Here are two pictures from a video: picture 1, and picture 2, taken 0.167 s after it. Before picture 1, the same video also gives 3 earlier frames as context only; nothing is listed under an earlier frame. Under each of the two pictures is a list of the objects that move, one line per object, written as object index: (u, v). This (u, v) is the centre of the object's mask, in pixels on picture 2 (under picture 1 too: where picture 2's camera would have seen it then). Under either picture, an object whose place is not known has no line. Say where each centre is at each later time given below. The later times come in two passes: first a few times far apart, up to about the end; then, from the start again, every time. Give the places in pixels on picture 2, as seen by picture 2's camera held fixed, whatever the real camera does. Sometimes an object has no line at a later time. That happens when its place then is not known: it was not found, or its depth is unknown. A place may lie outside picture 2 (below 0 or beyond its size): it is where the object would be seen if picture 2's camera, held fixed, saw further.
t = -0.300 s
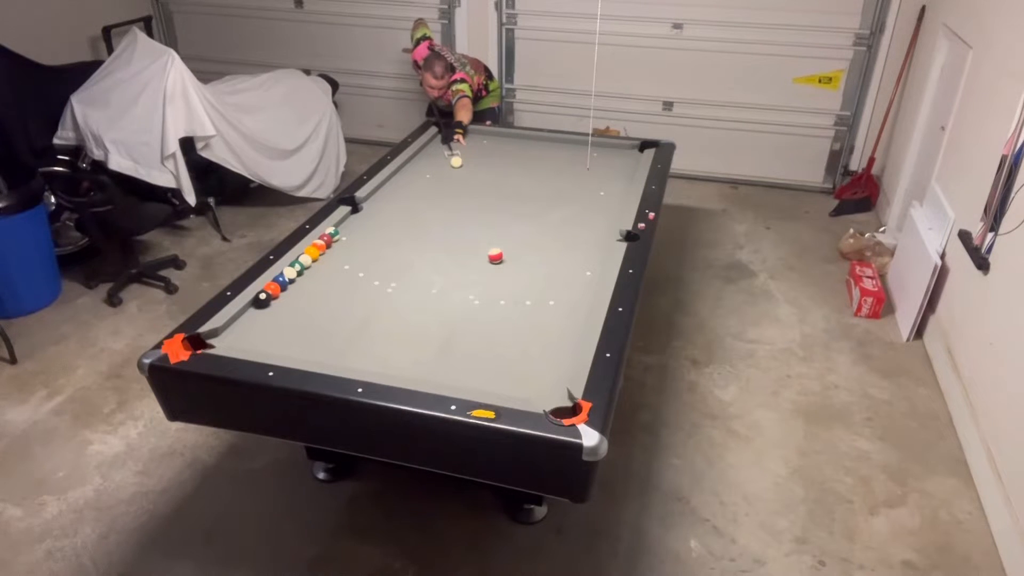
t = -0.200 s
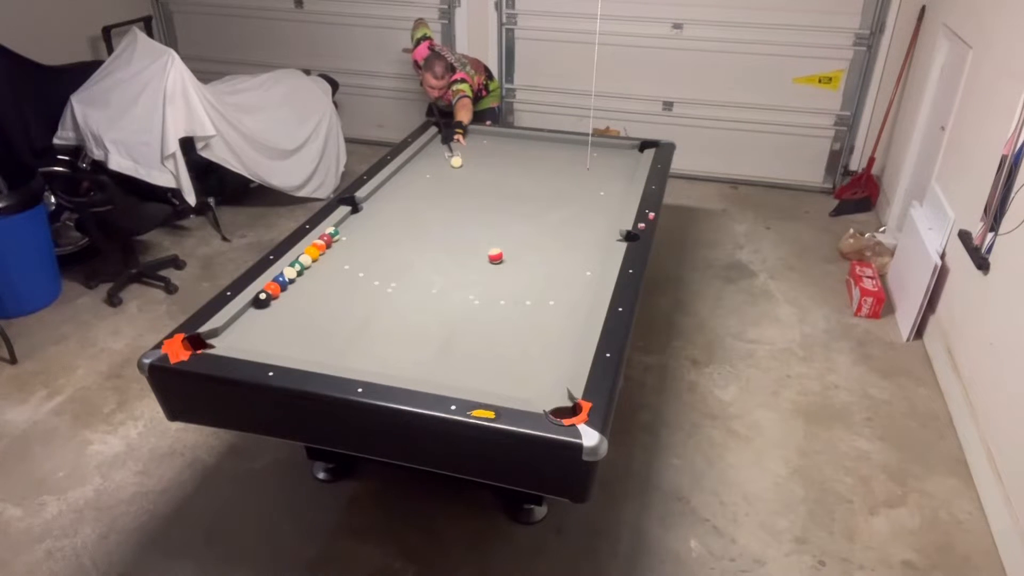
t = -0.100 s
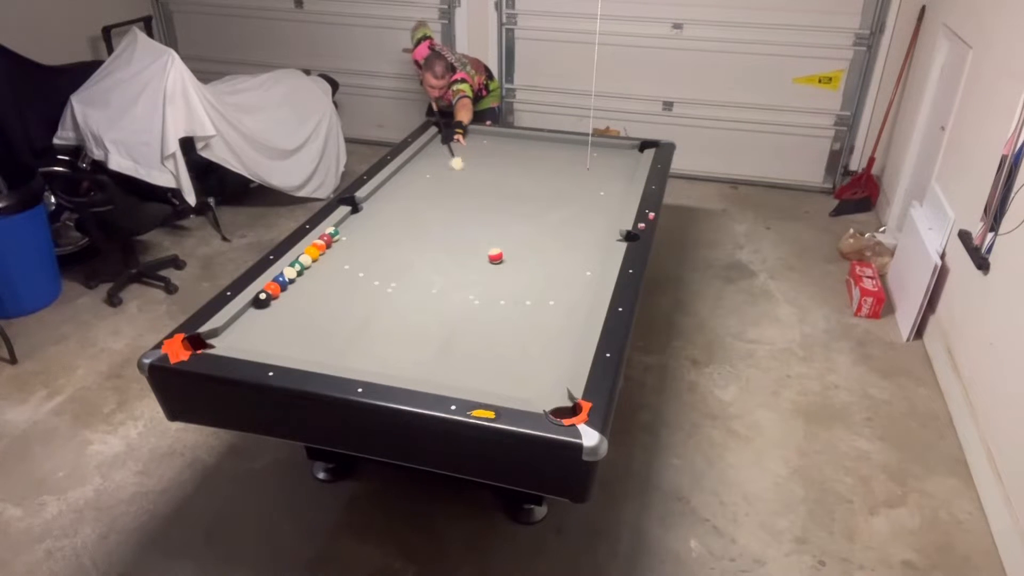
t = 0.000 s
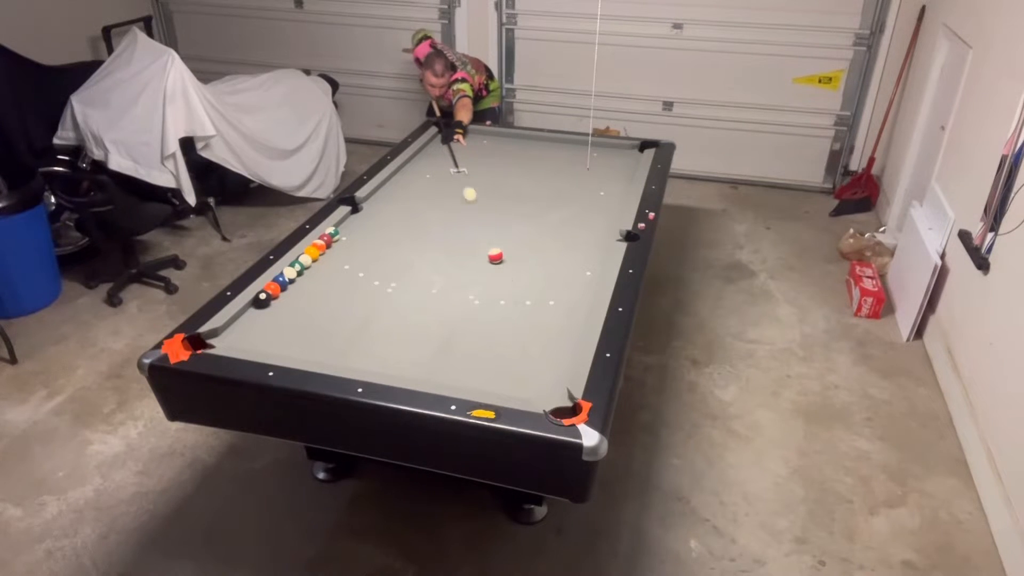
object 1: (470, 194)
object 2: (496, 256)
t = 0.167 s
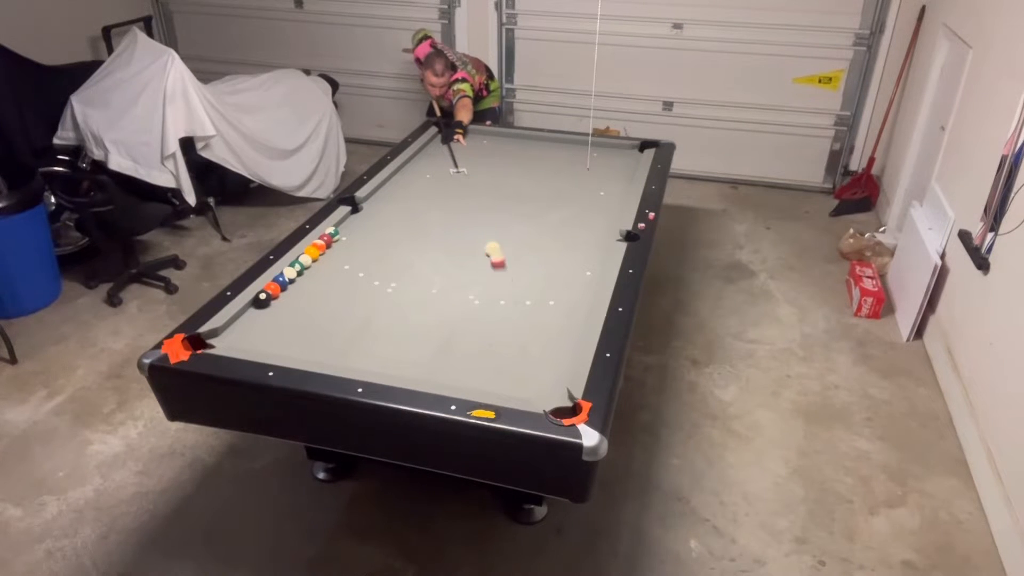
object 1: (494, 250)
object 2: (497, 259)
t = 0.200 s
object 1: (493, 249)
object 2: (502, 272)
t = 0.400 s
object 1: (493, 250)
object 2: (536, 352)
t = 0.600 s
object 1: (493, 249)
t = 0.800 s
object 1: (493, 249)
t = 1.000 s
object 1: (493, 249)
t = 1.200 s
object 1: (493, 249)
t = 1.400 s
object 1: (493, 249)
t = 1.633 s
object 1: (493, 249)
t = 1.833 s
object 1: (493, 249)
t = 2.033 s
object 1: (493, 249)
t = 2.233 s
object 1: (493, 249)
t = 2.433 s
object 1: (493, 249)
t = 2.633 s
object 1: (493, 249)
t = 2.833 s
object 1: (493, 249)
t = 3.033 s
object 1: (493, 249)
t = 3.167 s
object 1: (493, 249)
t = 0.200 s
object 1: (493, 249)
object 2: (502, 272)
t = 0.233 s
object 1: (493, 249)
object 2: (508, 286)
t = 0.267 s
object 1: (493, 249)
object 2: (514, 299)
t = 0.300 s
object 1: (493, 249)
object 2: (519, 311)
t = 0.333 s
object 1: (493, 249)
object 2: (525, 325)
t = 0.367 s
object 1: (493, 250)
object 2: (530, 338)
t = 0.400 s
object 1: (493, 250)
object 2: (536, 352)
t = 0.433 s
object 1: (493, 250)
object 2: (542, 366)
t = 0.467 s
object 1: (493, 250)
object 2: (548, 381)
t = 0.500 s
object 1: (493, 250)
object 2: (555, 396)
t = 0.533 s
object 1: (493, 250)
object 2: (560, 409)
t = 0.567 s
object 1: (493, 250)
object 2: (564, 415)
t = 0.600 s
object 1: (493, 249)
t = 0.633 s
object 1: (493, 249)
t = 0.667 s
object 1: (493, 249)
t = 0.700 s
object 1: (493, 249)
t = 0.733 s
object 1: (493, 249)
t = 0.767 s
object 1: (493, 249)
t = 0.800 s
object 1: (493, 249)
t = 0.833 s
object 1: (493, 249)
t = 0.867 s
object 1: (493, 249)
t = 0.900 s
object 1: (493, 249)
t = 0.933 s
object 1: (493, 249)
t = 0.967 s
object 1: (493, 249)
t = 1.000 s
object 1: (493, 249)
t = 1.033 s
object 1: (493, 249)
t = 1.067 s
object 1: (493, 249)
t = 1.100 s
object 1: (493, 249)
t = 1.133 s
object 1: (493, 249)
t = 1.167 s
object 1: (493, 249)
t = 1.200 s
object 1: (493, 249)
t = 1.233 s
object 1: (493, 249)
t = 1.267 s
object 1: (493, 249)
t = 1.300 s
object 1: (493, 249)
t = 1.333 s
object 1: (493, 249)
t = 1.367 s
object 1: (493, 249)
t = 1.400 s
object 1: (493, 249)
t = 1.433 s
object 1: (493, 249)
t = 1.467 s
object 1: (493, 249)
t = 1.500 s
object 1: (493, 249)
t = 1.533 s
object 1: (493, 249)
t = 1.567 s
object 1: (493, 249)
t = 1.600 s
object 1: (493, 250)
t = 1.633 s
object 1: (493, 249)
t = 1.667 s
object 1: (493, 249)
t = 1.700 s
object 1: (493, 249)
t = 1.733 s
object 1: (493, 249)
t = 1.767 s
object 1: (493, 249)
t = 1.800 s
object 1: (493, 249)
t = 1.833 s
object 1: (493, 249)
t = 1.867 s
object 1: (493, 249)
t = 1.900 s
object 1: (493, 249)
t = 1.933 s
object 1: (493, 249)
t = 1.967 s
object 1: (493, 249)
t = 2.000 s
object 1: (493, 249)
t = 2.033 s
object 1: (493, 249)
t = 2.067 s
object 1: (493, 249)
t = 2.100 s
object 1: (493, 249)
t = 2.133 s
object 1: (493, 249)
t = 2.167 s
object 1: (493, 249)
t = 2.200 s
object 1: (493, 249)
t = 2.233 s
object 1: (493, 249)
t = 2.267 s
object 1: (493, 249)
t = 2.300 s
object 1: (493, 249)
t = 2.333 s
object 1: (493, 249)
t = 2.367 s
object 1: (493, 249)
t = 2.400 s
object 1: (493, 249)
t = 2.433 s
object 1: (493, 249)
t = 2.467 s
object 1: (493, 249)
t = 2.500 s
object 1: (493, 249)
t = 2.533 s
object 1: (493, 249)
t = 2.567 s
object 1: (493, 249)
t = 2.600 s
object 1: (493, 249)
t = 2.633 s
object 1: (493, 249)
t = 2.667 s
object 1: (493, 249)
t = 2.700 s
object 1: (493, 249)
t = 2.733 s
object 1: (493, 249)
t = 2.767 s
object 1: (493, 249)
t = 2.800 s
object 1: (493, 249)
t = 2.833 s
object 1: (493, 249)
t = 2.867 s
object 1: (493, 249)
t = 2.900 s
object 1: (493, 249)
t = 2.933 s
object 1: (493, 249)
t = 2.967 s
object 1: (492, 249)
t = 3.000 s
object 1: (493, 249)
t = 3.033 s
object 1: (493, 249)
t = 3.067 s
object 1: (493, 249)
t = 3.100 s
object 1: (492, 249)
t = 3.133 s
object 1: (492, 249)
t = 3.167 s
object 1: (493, 249)
